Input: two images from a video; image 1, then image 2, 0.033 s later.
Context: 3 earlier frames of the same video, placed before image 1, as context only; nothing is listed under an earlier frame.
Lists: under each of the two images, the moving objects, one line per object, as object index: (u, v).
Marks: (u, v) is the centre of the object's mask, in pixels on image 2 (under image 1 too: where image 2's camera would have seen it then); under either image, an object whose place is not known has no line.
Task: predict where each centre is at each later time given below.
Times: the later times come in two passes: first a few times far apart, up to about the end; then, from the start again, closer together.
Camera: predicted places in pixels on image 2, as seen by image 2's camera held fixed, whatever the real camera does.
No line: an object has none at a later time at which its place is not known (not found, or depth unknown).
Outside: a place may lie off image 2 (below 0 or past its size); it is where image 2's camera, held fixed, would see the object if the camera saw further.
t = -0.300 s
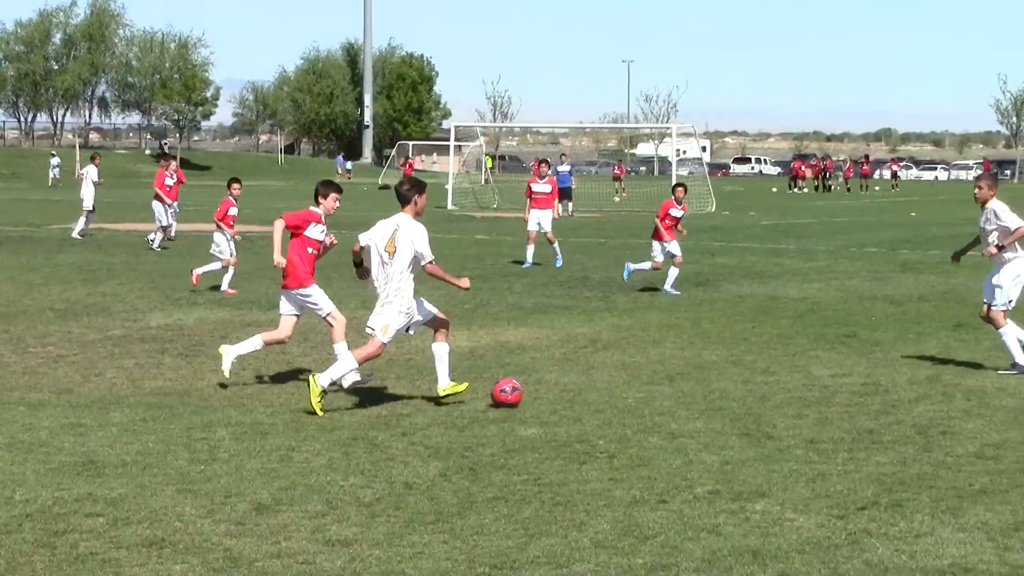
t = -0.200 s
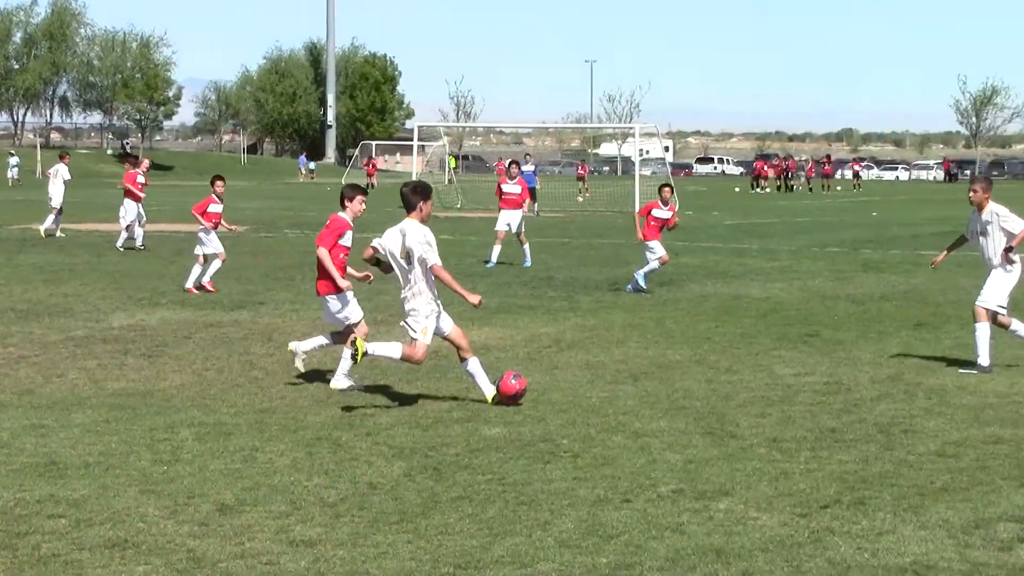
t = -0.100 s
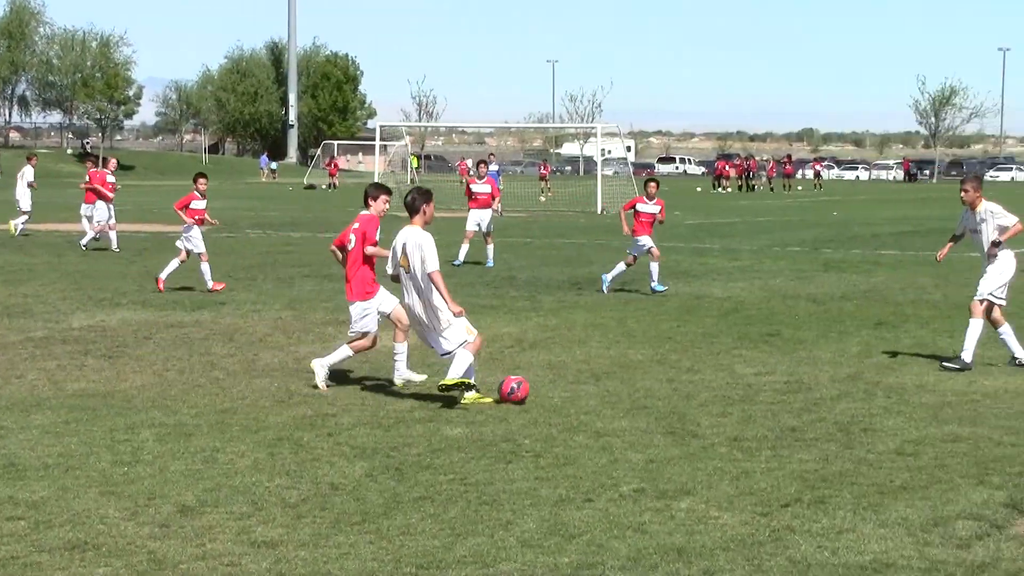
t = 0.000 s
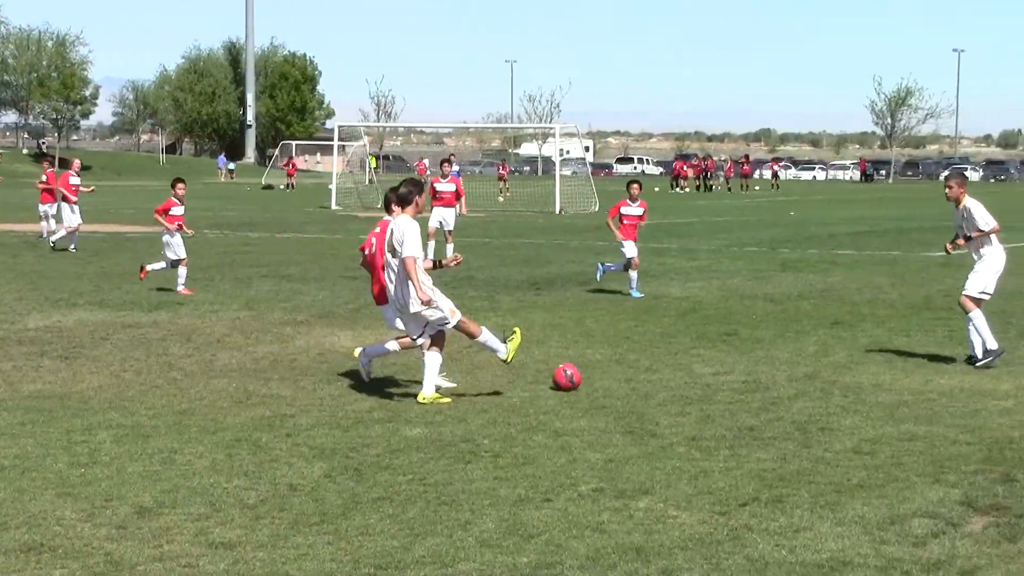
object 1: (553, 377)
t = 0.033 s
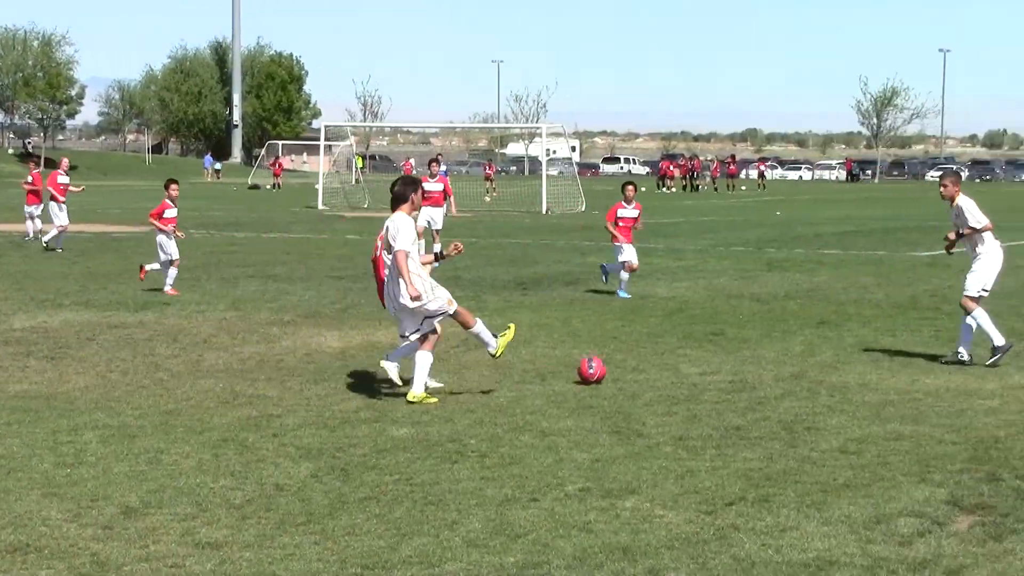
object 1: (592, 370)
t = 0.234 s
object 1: (775, 343)
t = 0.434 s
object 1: (898, 324)
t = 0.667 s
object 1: (998, 309)
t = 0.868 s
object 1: (1062, 299)
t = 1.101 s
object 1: (1123, 292)
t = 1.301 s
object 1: (1166, 286)
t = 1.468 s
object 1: (1199, 282)
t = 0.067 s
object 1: (628, 364)
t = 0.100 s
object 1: (661, 360)
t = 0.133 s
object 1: (694, 357)
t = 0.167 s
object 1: (723, 353)
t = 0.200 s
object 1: (750, 347)
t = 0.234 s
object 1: (775, 343)
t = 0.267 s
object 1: (798, 339)
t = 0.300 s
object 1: (821, 336)
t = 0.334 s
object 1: (842, 332)
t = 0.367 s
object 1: (862, 329)
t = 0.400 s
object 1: (880, 326)
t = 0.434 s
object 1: (898, 324)
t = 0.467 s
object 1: (914, 320)
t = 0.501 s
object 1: (930, 317)
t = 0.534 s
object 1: (945, 315)
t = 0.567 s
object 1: (960, 314)
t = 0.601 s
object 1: (973, 313)
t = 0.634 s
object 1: (986, 310)
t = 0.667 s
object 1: (998, 309)
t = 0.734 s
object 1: (1021, 306)
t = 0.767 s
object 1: (1033, 304)
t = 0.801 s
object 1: (1043, 303)
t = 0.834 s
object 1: (1053, 301)
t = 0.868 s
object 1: (1062, 299)
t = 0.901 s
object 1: (1072, 298)
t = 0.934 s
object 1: (1081, 297)
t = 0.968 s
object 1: (1090, 296)
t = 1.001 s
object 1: (1099, 295)
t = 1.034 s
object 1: (1106, 293)
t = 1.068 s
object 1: (1115, 293)
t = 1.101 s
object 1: (1123, 292)
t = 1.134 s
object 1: (1131, 292)
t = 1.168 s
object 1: (1138, 290)
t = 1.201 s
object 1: (1146, 287)
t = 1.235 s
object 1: (1152, 286)
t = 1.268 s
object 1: (1159, 285)
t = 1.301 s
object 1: (1166, 286)
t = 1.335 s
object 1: (1172, 287)
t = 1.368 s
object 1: (1180, 286)
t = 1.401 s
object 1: (1186, 284)
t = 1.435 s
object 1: (1193, 282)
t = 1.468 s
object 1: (1199, 282)
